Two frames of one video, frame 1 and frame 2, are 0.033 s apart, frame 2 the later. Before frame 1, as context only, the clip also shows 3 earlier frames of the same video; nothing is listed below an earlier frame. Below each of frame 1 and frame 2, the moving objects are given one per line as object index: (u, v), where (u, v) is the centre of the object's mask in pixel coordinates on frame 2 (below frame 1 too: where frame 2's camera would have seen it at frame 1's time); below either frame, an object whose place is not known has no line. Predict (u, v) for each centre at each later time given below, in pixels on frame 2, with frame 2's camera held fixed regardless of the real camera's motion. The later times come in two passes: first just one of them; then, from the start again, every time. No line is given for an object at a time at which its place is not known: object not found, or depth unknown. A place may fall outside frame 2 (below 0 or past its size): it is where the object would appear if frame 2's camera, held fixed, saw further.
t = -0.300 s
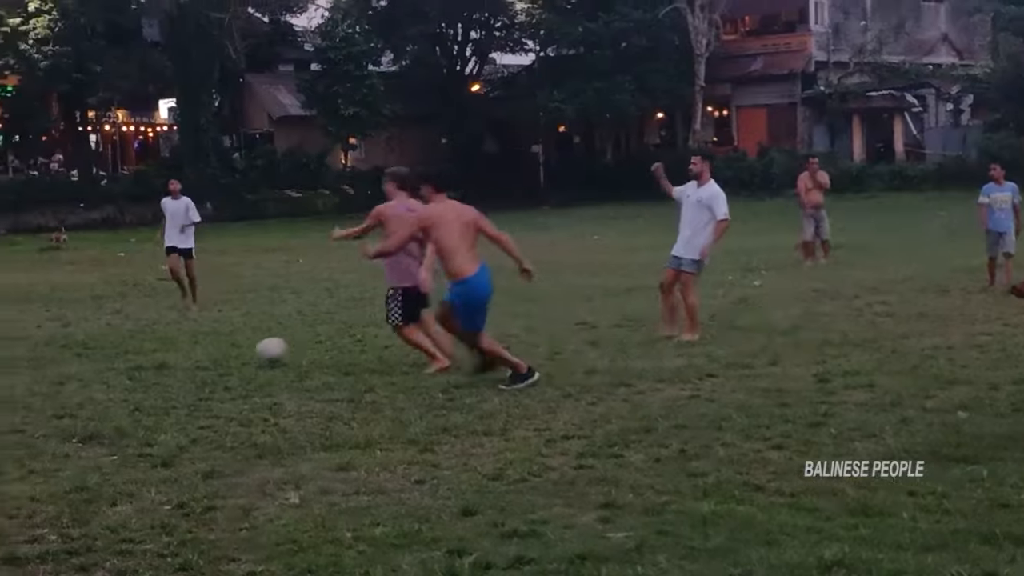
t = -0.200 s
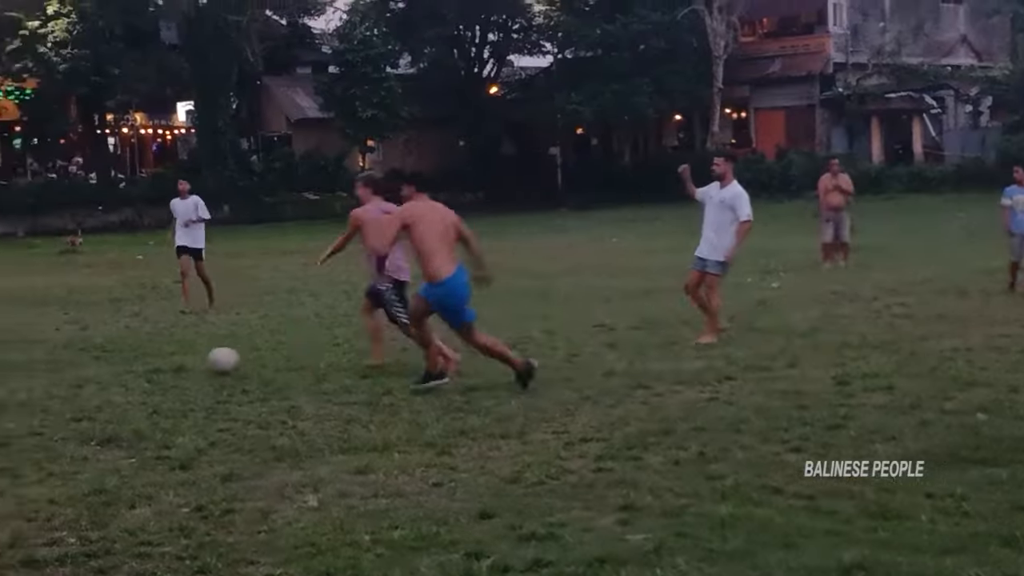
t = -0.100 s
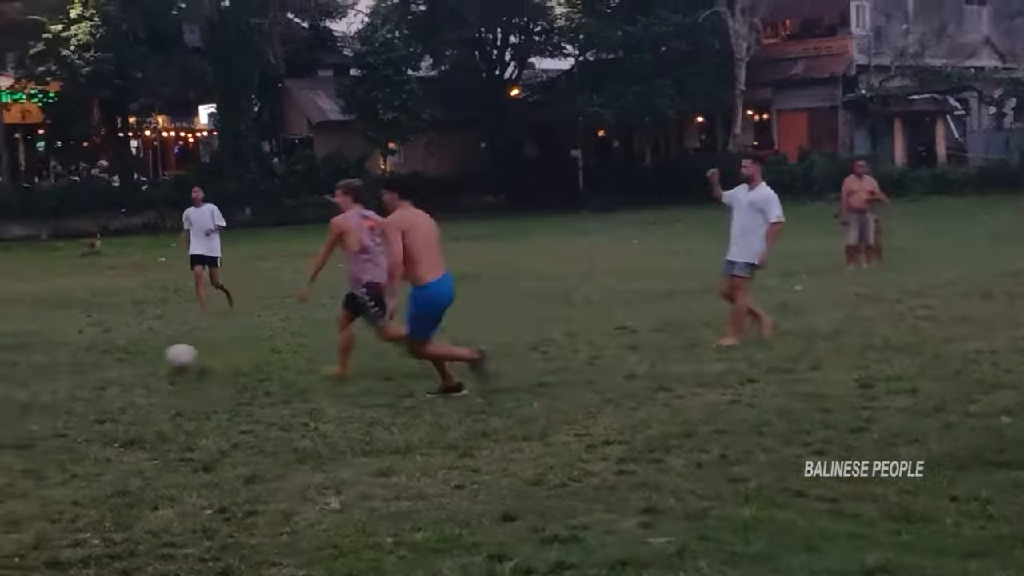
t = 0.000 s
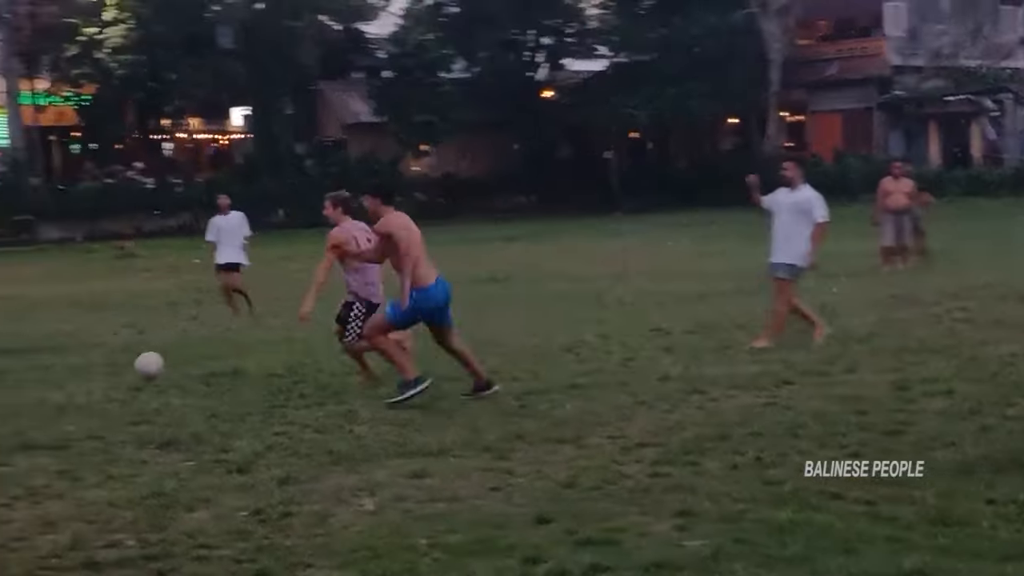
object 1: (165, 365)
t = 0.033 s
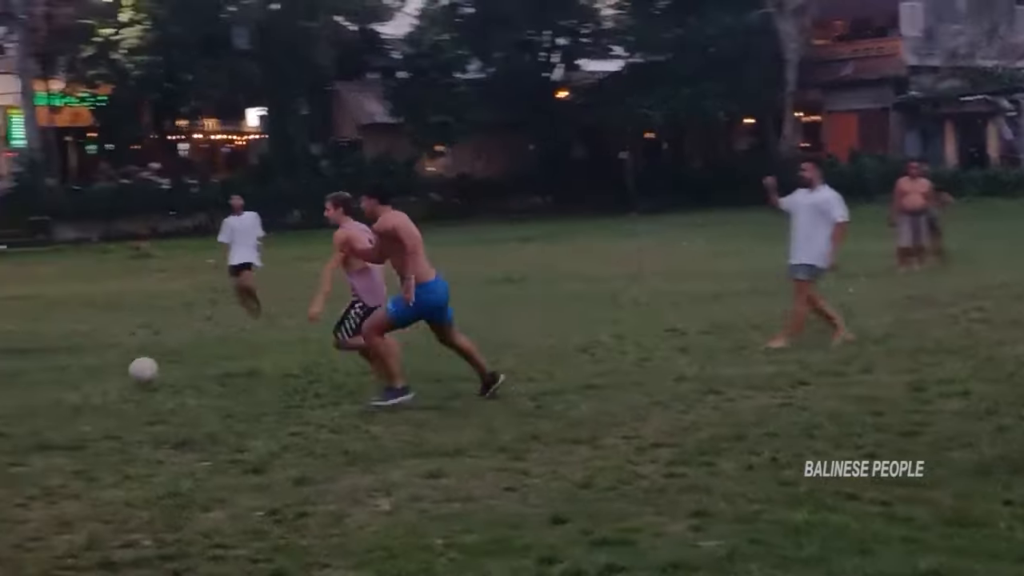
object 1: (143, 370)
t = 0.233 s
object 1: (10, 380)
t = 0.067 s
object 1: (121, 376)
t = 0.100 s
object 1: (99, 383)
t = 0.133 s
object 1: (77, 381)
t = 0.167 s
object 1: (55, 379)
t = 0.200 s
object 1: (33, 379)
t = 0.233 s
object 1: (10, 380)
